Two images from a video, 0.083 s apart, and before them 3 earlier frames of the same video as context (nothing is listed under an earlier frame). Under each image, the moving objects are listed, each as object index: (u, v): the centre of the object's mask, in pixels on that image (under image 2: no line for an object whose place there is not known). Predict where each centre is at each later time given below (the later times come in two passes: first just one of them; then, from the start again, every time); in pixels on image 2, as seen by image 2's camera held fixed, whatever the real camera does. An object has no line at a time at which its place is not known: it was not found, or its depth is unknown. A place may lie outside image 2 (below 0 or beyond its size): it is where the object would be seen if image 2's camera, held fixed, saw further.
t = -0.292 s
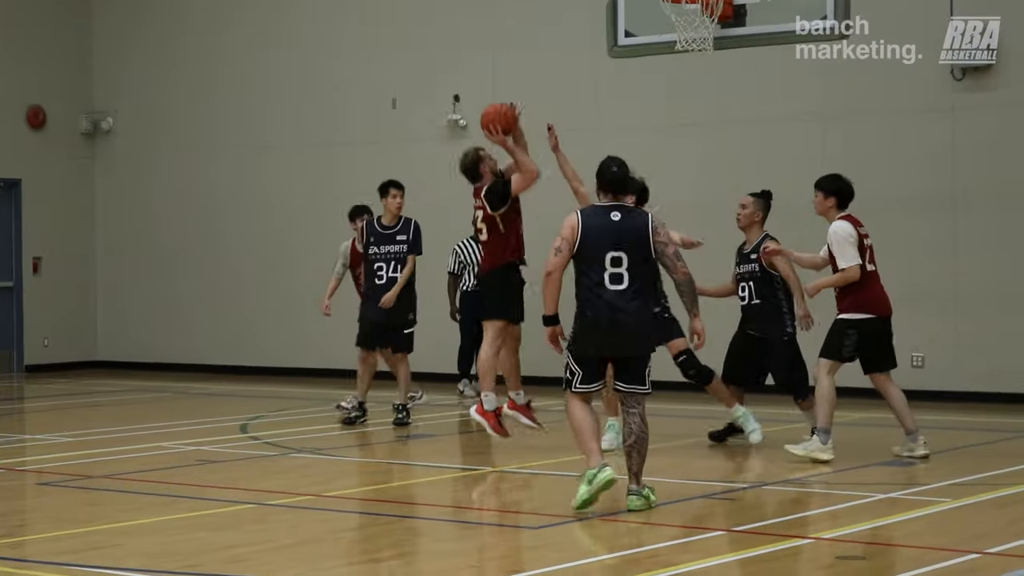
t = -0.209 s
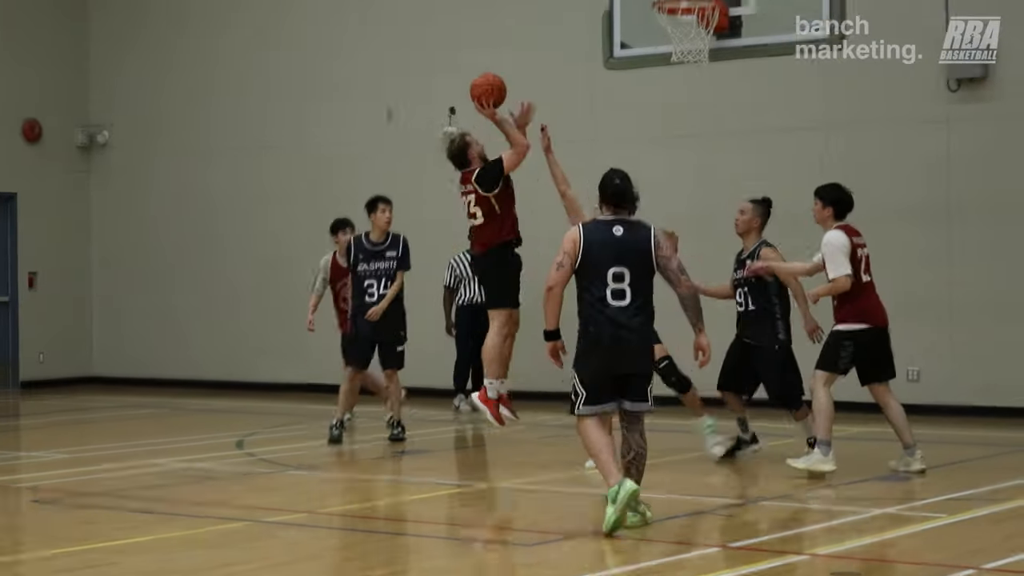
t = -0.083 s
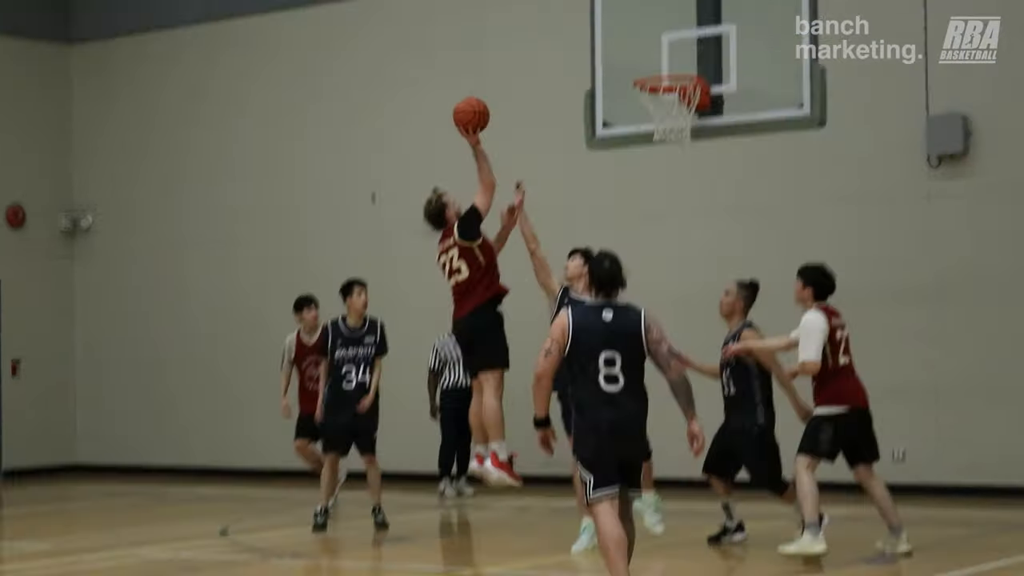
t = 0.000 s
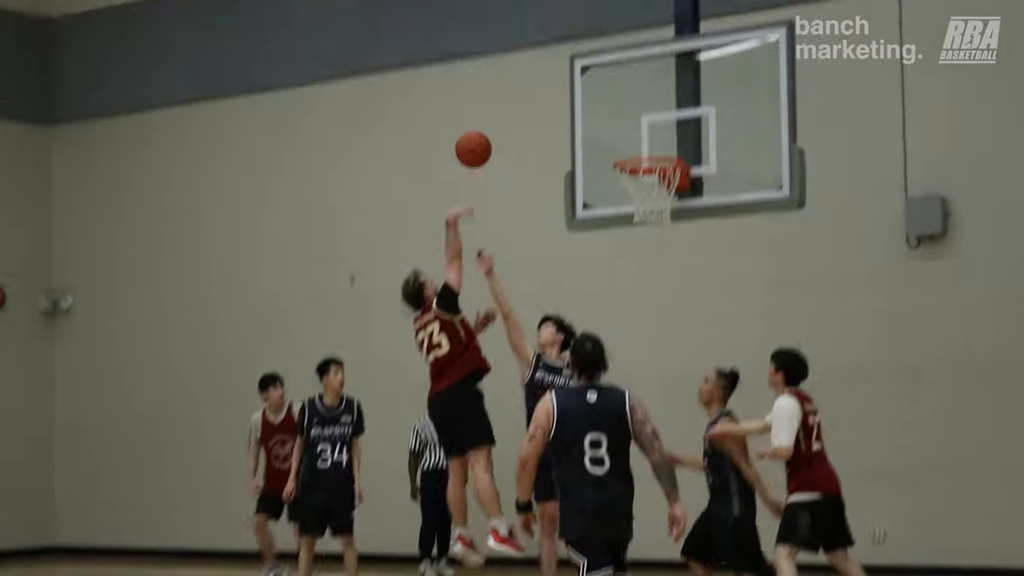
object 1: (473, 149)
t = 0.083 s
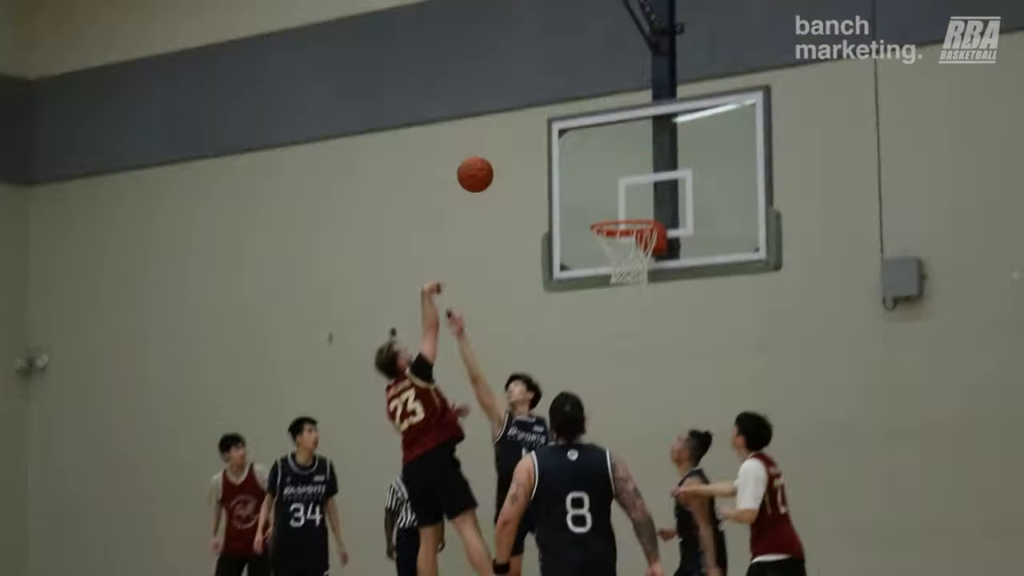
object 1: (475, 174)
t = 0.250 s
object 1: (522, 132)
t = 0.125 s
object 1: (490, 158)
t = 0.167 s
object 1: (499, 148)
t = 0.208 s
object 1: (513, 137)
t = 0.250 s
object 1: (522, 132)
